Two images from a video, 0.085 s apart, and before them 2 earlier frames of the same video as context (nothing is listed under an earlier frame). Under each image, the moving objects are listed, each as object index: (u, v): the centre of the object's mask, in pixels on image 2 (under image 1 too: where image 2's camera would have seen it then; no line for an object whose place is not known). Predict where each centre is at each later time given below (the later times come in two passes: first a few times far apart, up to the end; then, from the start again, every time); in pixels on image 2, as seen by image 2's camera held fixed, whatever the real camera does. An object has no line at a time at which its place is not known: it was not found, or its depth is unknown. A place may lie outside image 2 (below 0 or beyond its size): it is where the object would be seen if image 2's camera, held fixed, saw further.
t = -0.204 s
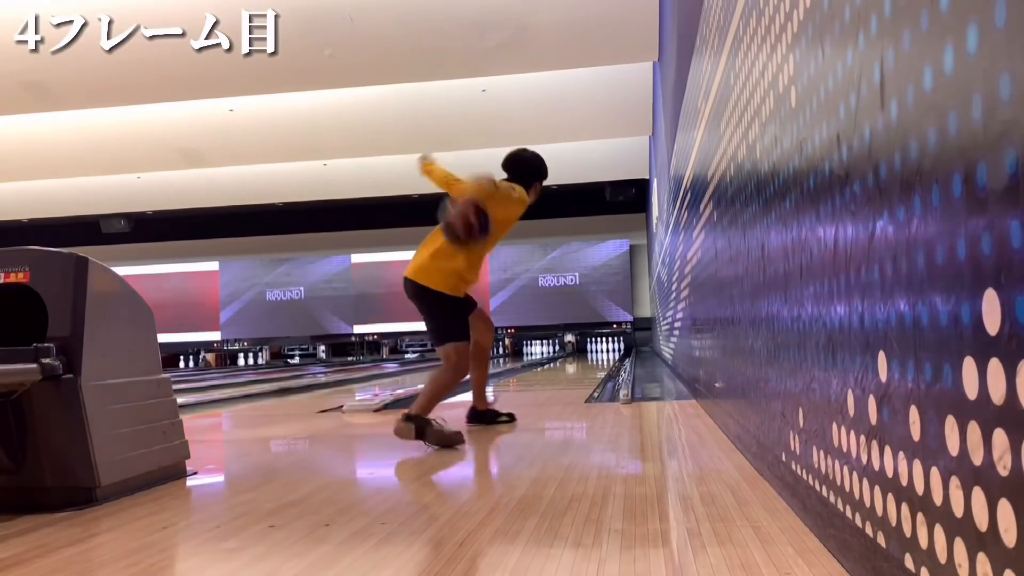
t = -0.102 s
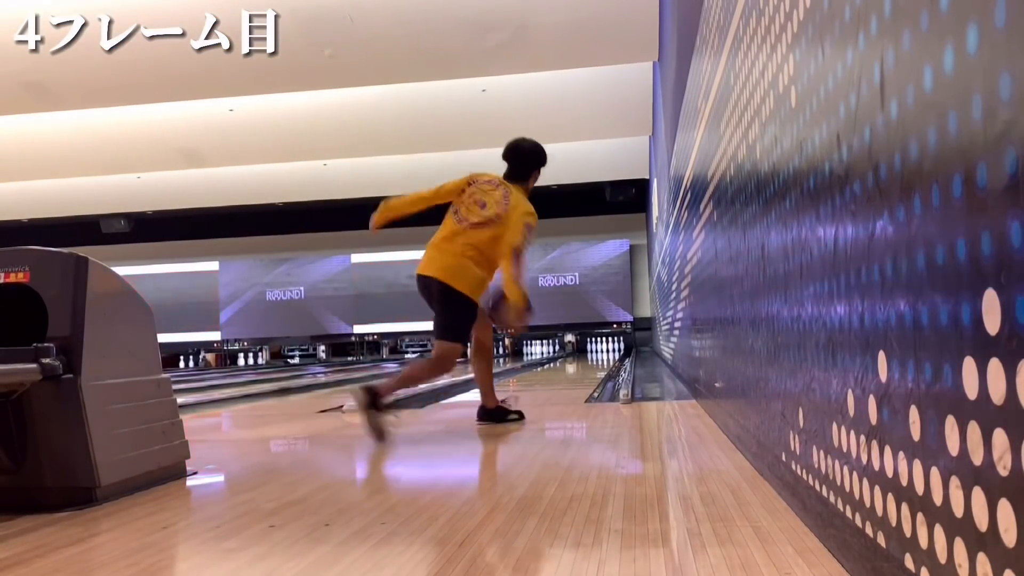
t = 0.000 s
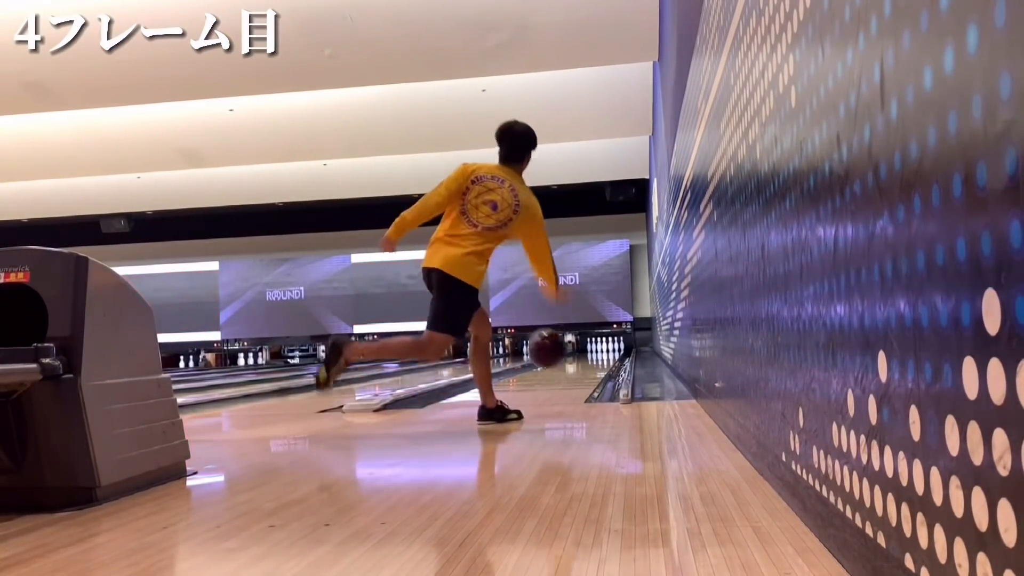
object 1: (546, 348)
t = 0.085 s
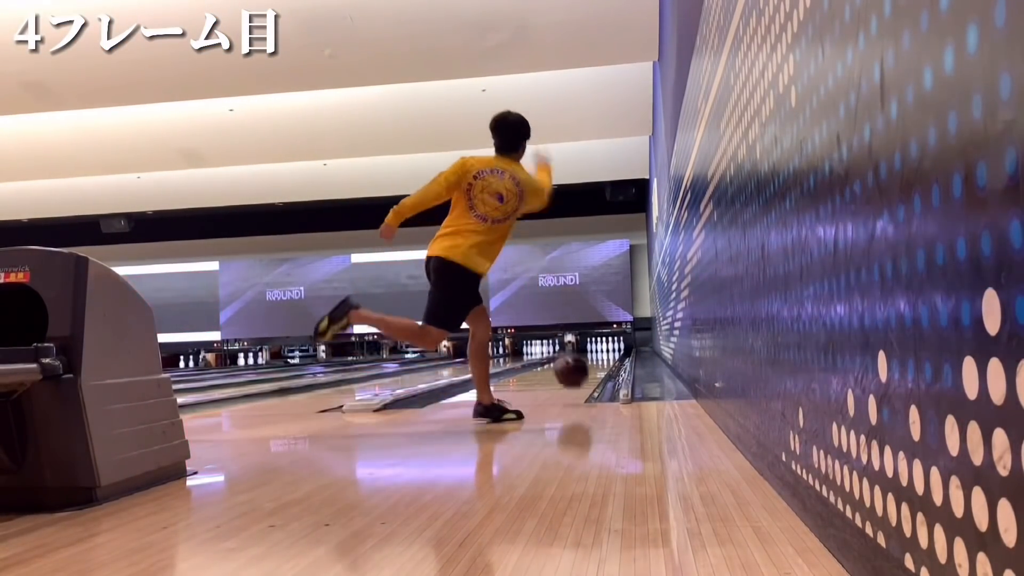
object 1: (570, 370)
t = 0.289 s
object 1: (610, 378)
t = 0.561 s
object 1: (614, 373)
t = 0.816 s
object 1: (617, 366)
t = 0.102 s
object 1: (575, 375)
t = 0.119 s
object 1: (579, 381)
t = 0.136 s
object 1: (584, 385)
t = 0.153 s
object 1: (587, 383)
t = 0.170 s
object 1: (590, 381)
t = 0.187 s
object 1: (593, 379)
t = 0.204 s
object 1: (596, 379)
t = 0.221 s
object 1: (599, 378)
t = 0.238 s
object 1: (602, 377)
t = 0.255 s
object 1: (605, 377)
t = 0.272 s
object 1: (607, 378)
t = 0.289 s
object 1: (610, 378)
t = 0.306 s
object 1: (611, 379)
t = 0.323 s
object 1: (610, 379)
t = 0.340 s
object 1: (609, 379)
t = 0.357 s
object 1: (609, 379)
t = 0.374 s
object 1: (608, 379)
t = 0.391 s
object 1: (608, 377)
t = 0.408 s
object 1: (608, 376)
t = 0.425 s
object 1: (609, 375)
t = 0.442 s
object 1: (609, 375)
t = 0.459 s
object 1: (609, 374)
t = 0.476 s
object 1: (609, 374)
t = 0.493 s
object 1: (610, 374)
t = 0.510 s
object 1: (610, 374)
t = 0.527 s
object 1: (612, 373)
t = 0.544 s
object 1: (613, 374)
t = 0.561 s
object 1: (614, 373)
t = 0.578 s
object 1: (615, 372)
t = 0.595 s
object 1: (616, 372)
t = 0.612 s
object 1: (616, 371)
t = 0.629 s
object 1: (615, 371)
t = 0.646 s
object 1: (615, 370)
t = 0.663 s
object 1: (616, 369)
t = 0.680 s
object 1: (615, 369)
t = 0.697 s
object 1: (615, 369)
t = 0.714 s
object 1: (615, 368)
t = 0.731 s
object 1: (616, 368)
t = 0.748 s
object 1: (616, 367)
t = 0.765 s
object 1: (616, 368)
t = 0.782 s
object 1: (616, 367)
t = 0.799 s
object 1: (617, 367)
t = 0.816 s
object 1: (617, 366)
